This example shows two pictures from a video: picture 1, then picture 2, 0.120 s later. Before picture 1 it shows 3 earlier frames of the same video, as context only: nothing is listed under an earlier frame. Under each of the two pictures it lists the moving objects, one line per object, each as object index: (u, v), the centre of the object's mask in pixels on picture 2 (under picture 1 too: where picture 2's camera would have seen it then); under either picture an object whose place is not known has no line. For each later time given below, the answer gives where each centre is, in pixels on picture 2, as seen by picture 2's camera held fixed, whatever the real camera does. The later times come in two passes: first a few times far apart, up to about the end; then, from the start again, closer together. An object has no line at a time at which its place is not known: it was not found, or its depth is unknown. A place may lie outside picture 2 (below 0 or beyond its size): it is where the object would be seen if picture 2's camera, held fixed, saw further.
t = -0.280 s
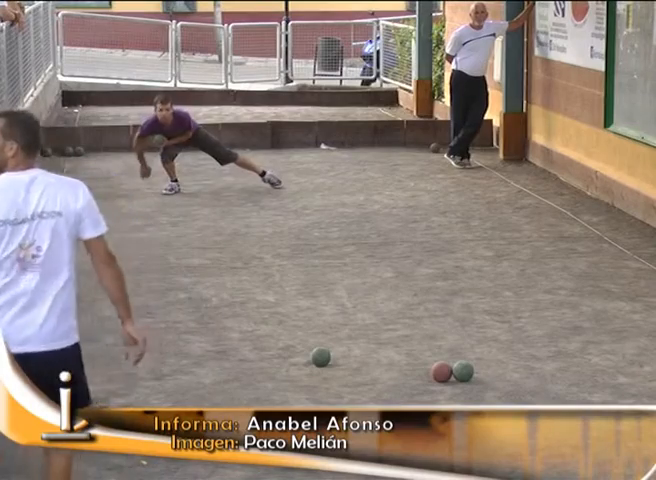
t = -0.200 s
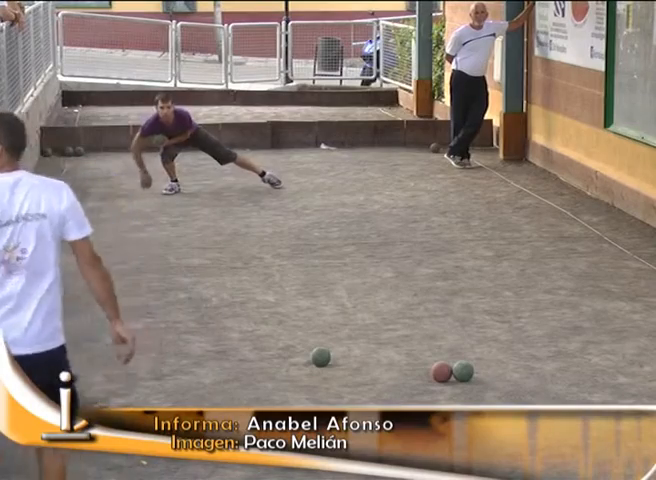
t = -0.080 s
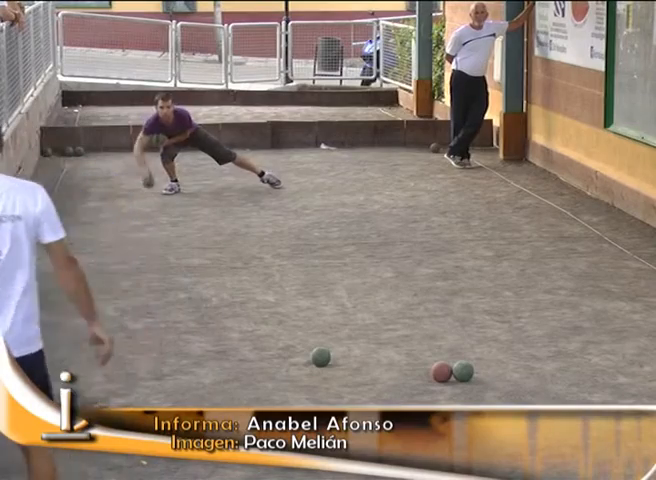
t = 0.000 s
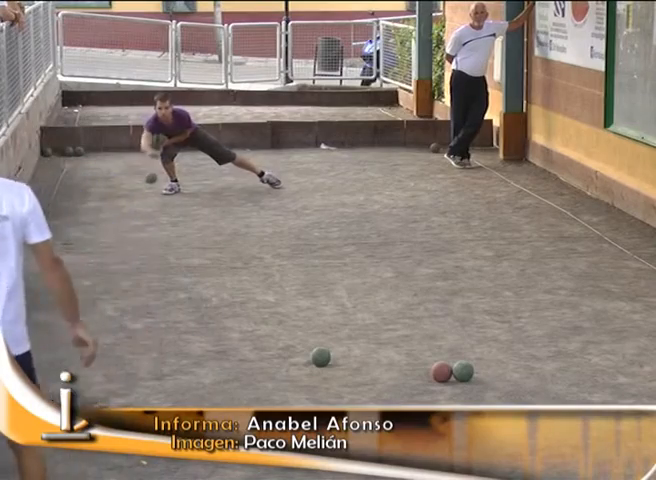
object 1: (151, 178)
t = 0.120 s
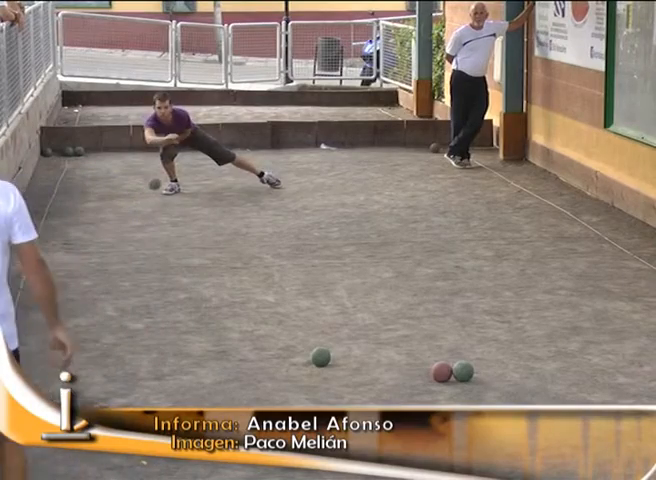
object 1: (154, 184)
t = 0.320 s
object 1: (163, 234)
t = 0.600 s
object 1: (167, 251)
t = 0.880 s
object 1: (176, 269)
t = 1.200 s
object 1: (194, 288)
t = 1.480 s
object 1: (212, 305)
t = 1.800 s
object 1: (234, 327)
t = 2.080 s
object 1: (252, 345)
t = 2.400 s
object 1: (282, 361)
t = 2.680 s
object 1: (320, 376)
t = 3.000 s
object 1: (368, 387)
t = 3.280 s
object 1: (398, 396)
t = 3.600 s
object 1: (424, 406)
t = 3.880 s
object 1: (444, 412)
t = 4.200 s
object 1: (466, 417)
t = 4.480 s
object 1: (485, 422)
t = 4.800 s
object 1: (506, 426)
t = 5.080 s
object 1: (519, 427)
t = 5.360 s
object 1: (524, 428)
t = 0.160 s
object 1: (155, 190)
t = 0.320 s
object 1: (163, 234)
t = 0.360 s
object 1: (163, 235)
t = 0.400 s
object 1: (165, 238)
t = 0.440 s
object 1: (166, 241)
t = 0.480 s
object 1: (166, 244)
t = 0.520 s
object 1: (167, 247)
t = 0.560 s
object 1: (167, 249)
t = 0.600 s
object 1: (167, 251)
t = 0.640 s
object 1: (168, 254)
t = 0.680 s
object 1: (168, 255)
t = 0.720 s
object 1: (169, 257)
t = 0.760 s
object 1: (170, 260)
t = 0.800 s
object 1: (172, 263)
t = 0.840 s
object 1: (174, 266)
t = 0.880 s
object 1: (176, 269)
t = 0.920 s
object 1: (177, 271)
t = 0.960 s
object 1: (179, 274)
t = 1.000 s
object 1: (181, 276)
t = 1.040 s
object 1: (184, 278)
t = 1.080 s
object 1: (186, 281)
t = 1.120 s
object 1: (188, 283)
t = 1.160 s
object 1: (191, 286)
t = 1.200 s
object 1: (194, 288)
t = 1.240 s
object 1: (197, 291)
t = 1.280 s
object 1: (199, 293)
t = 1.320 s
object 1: (201, 295)
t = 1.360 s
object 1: (203, 297)
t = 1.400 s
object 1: (206, 299)
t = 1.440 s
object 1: (209, 301)
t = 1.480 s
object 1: (212, 305)
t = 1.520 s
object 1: (214, 307)
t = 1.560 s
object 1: (217, 310)
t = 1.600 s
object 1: (220, 314)
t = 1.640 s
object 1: (222, 316)
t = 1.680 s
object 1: (225, 319)
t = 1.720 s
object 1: (228, 323)
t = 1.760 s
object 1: (231, 324)
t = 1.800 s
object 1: (234, 327)
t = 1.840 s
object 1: (236, 328)
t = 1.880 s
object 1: (239, 331)
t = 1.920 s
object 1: (242, 335)
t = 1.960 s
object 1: (244, 336)
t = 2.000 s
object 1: (247, 339)
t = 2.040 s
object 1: (249, 343)
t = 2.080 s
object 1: (252, 345)
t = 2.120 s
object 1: (256, 348)
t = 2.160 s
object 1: (258, 350)
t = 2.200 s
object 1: (262, 352)
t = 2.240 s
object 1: (266, 355)
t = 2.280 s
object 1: (270, 356)
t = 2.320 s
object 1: (273, 357)
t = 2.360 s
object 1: (278, 359)
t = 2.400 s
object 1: (282, 361)
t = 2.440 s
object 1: (287, 364)
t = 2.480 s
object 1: (292, 366)
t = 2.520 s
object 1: (296, 369)
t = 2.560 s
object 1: (303, 372)
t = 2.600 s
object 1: (308, 373)
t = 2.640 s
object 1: (313, 375)
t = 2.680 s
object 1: (320, 376)
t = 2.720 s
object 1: (326, 380)
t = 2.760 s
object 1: (333, 382)
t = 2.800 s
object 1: (339, 384)
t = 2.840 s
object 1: (346, 385)
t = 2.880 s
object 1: (352, 386)
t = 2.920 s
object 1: (358, 386)
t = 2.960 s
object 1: (363, 387)
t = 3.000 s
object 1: (368, 387)
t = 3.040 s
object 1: (373, 389)
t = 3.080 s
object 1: (378, 390)
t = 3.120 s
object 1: (382, 391)
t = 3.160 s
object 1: (387, 392)
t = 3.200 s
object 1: (391, 394)
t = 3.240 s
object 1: (394, 395)
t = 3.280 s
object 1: (398, 396)
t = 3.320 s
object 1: (402, 397)
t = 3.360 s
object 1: (405, 399)
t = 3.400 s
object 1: (409, 400)
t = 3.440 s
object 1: (412, 402)
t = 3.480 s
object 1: (416, 404)
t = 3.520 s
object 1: (419, 405)
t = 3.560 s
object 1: (422, 406)
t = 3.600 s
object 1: (424, 406)
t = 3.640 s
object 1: (427, 408)
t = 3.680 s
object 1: (430, 409)
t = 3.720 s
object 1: (433, 409)
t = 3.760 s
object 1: (436, 410)
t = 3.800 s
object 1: (439, 411)
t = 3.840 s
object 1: (441, 412)
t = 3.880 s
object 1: (444, 412)
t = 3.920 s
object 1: (447, 413)
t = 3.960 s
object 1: (449, 414)
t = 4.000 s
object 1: (452, 414)
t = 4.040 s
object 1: (454, 415)
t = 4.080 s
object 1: (457, 415)
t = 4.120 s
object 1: (460, 416)
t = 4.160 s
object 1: (463, 417)
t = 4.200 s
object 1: (466, 417)
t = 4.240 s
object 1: (468, 418)
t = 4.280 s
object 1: (471, 419)
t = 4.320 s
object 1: (474, 419)
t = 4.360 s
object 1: (478, 421)
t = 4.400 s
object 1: (479, 420)
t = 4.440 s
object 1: (480, 420)
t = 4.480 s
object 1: (485, 422)
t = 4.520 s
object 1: (488, 423)
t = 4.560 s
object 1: (490, 422)
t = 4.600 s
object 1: (493, 423)
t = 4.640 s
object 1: (495, 423)
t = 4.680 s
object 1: (498, 424)
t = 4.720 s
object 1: (500, 424)
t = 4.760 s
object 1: (503, 425)
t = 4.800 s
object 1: (506, 426)
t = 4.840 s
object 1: (509, 426)
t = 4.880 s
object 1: (511, 426)
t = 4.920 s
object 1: (513, 426)
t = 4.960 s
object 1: (515, 427)
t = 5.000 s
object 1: (518, 427)
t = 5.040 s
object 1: (519, 427)
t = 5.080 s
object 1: (519, 427)
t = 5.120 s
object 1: (521, 427)
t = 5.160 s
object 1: (522, 427)
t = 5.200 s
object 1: (523, 427)
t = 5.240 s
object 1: (523, 427)
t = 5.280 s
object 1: (523, 427)
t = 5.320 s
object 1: (524, 427)
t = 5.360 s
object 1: (524, 428)
